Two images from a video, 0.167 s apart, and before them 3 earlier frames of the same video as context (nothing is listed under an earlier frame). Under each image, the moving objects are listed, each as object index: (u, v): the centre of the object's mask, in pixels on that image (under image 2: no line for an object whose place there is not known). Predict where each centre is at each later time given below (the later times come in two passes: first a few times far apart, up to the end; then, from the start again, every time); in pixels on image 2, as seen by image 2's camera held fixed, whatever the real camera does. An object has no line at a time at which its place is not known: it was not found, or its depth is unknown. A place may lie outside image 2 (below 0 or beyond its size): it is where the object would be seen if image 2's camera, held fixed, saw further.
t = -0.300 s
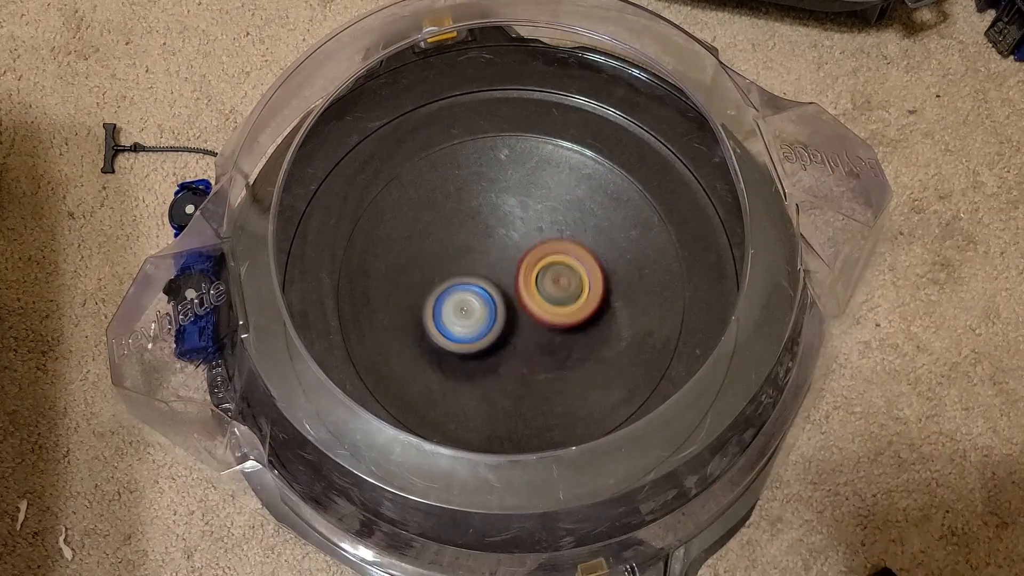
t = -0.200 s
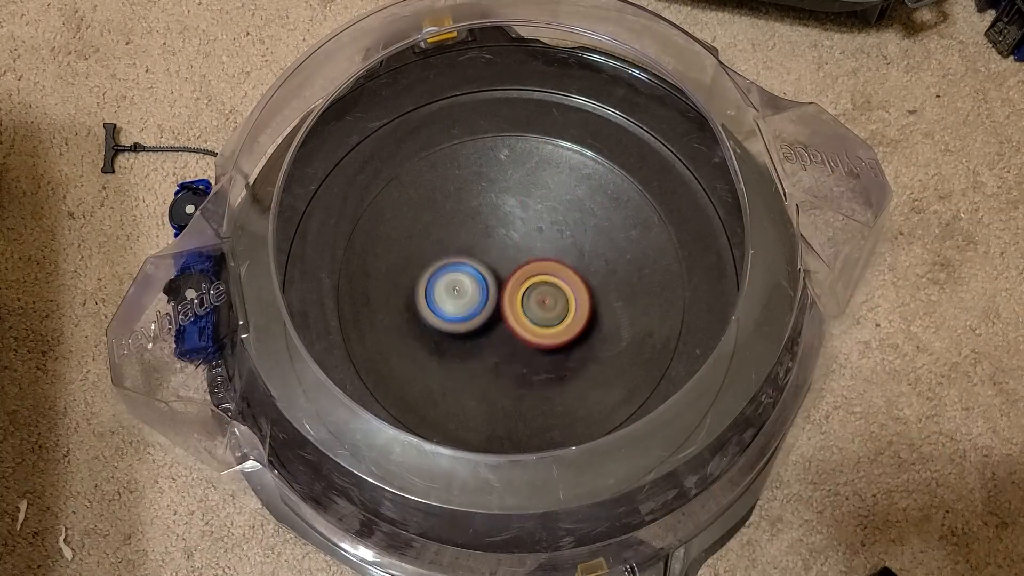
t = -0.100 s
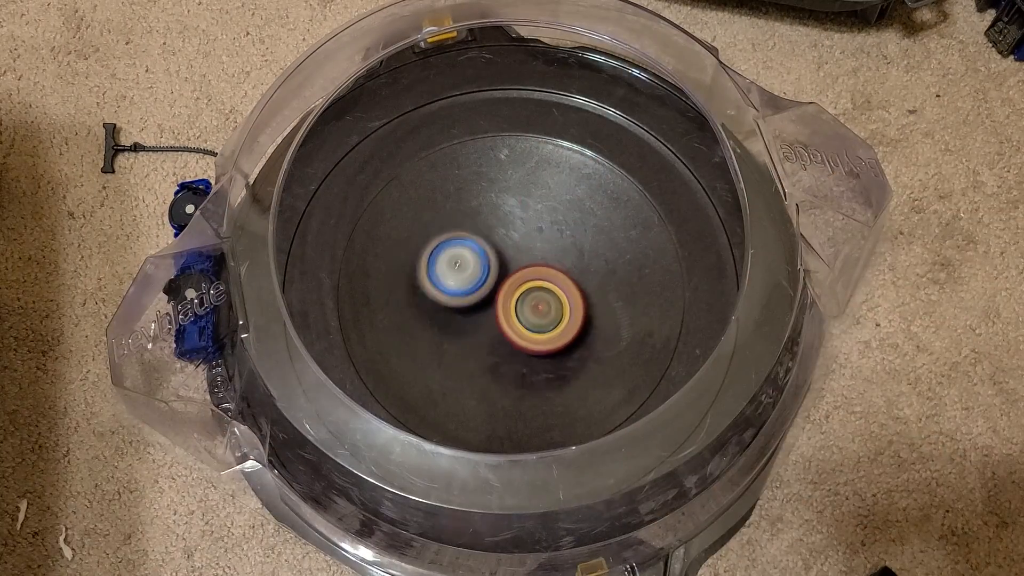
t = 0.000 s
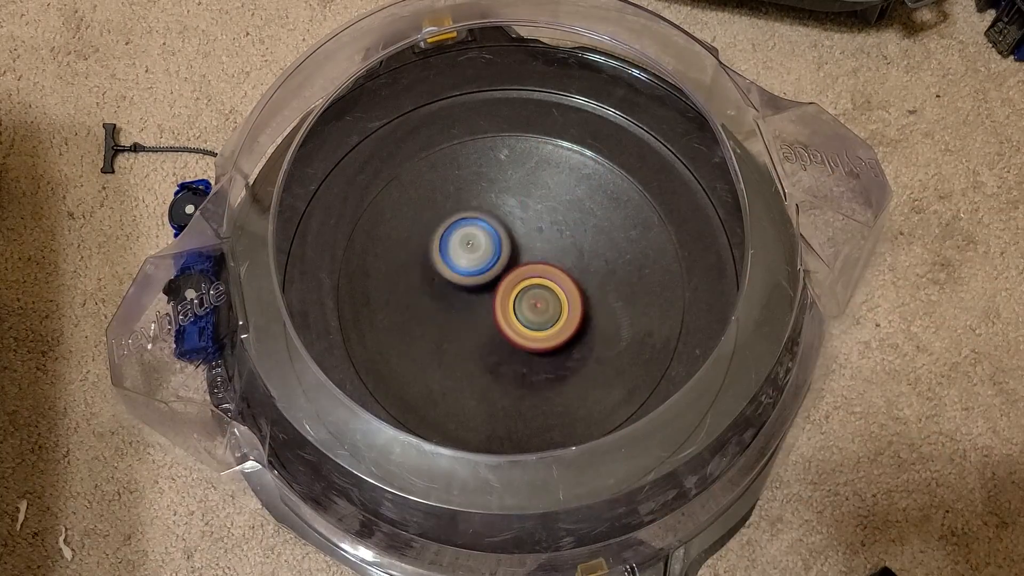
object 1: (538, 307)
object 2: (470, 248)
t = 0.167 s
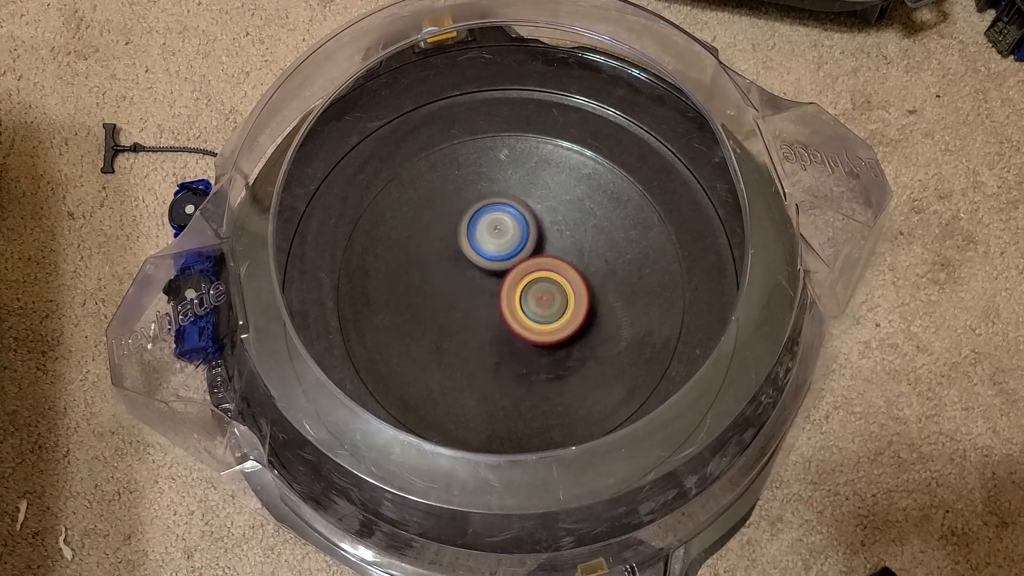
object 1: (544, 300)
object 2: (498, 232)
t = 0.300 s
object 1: (553, 310)
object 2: (513, 229)
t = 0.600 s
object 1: (524, 334)
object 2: (525, 254)
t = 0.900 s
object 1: (464, 330)
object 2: (534, 252)
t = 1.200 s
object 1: (473, 351)
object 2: (561, 245)
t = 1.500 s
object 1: (495, 354)
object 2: (558, 239)
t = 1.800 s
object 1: (460, 370)
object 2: (546, 220)
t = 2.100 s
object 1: (486, 336)
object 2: (529, 257)
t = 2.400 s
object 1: (470, 343)
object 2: (535, 228)
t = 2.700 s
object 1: (451, 329)
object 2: (529, 256)
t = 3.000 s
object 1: (437, 339)
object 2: (516, 277)
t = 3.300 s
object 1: (451, 326)
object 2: (518, 269)
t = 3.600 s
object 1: (457, 300)
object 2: (547, 264)
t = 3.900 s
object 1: (482, 227)
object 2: (557, 305)
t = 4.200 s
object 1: (567, 229)
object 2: (520, 333)
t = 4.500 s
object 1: (529, 217)
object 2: (479, 350)
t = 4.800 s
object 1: (522, 216)
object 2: (478, 308)
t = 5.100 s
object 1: (578, 265)
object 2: (491, 308)
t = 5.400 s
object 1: (589, 313)
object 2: (475, 299)
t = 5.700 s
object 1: (642, 201)
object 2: (393, 284)
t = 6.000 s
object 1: (641, 137)
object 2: (460, 264)
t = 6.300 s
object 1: (582, 232)
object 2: (524, 292)
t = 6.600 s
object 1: (592, 309)
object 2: (434, 340)
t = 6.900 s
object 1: (534, 347)
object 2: (443, 301)
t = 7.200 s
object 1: (475, 320)
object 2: (474, 239)
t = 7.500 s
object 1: (477, 316)
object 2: (539, 184)
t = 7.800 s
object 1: (495, 325)
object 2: (576, 147)
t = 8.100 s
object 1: (522, 338)
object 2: (593, 119)
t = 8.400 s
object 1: (575, 190)
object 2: (597, 113)
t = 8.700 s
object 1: (518, 251)
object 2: (572, 121)
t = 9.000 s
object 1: (542, 345)
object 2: (549, 202)
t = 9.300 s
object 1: (629, 343)
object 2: (472, 323)
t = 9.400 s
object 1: (626, 308)
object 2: (460, 326)
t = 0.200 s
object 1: (548, 301)
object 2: (502, 230)
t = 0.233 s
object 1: (549, 302)
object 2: (507, 231)
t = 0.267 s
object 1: (552, 307)
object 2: (510, 229)
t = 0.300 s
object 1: (553, 310)
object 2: (513, 229)
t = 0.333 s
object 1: (553, 312)
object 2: (517, 233)
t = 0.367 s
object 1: (552, 312)
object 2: (520, 237)
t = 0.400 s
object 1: (552, 320)
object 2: (522, 237)
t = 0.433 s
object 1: (550, 327)
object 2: (523, 238)
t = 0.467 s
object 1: (548, 332)
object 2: (524, 241)
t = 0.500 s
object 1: (543, 334)
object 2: (524, 246)
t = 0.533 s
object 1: (538, 333)
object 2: (525, 251)
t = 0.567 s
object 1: (531, 331)
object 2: (524, 254)
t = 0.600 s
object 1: (524, 334)
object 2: (525, 254)
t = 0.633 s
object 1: (516, 335)
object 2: (526, 255)
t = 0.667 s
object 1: (509, 333)
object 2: (526, 257)
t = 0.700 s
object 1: (500, 333)
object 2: (526, 257)
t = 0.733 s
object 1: (492, 334)
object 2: (526, 256)
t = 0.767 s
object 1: (486, 333)
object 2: (526, 257)
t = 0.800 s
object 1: (481, 330)
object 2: (526, 259)
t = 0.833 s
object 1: (478, 325)
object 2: (526, 261)
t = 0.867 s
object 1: (470, 328)
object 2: (530, 257)
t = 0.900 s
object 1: (464, 330)
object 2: (534, 252)
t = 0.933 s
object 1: (461, 331)
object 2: (536, 251)
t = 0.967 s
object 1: (462, 331)
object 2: (537, 252)
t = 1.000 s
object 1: (466, 329)
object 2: (537, 256)
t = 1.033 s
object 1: (473, 327)
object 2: (535, 261)
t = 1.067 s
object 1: (480, 324)
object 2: (534, 265)
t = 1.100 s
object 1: (475, 334)
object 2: (544, 257)
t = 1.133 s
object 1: (472, 342)
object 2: (553, 250)
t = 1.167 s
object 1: (471, 347)
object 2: (558, 246)
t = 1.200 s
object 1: (473, 351)
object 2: (561, 245)
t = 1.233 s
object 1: (477, 352)
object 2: (562, 248)
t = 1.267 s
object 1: (483, 351)
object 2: (561, 251)
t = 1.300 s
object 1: (490, 347)
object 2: (560, 256)
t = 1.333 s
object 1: (499, 341)
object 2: (557, 261)
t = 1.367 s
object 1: (507, 334)
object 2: (554, 265)
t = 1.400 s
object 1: (504, 341)
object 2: (557, 257)
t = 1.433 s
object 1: (501, 348)
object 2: (560, 247)
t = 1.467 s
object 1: (498, 352)
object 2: (560, 242)
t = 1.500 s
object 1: (495, 354)
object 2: (558, 239)
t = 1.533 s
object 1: (495, 353)
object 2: (555, 240)
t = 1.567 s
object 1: (494, 349)
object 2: (551, 243)
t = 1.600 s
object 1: (495, 343)
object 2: (545, 248)
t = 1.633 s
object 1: (497, 335)
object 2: (539, 254)
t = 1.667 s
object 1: (494, 333)
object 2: (537, 256)
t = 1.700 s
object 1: (483, 346)
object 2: (542, 239)
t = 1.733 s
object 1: (473, 357)
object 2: (545, 228)
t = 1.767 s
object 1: (465, 364)
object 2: (546, 222)
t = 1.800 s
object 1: (460, 370)
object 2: (546, 220)
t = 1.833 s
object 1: (456, 373)
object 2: (546, 220)
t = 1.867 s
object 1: (456, 374)
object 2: (545, 222)
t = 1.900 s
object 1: (457, 373)
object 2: (544, 226)
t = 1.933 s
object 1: (460, 369)
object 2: (542, 232)
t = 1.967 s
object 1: (465, 363)
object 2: (539, 238)
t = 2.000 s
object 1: (472, 356)
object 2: (536, 246)
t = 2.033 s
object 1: (479, 346)
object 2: (531, 256)
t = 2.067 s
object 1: (487, 334)
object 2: (527, 262)
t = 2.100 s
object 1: (486, 336)
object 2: (529, 257)
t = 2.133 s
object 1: (484, 340)
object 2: (531, 250)
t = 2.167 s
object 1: (483, 341)
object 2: (530, 247)
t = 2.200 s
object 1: (483, 340)
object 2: (529, 247)
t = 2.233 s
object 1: (483, 337)
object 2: (527, 247)
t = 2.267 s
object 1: (485, 332)
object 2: (525, 249)
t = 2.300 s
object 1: (487, 325)
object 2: (523, 251)
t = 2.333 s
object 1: (482, 331)
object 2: (528, 243)
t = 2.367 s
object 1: (476, 338)
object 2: (532, 234)
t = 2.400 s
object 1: (470, 343)
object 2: (535, 228)
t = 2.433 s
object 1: (465, 346)
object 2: (535, 226)
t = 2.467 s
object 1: (461, 347)
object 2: (535, 228)
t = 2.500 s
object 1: (458, 346)
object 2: (533, 232)
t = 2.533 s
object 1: (457, 344)
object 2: (531, 237)
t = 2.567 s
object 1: (456, 340)
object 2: (529, 243)
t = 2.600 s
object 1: (457, 335)
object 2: (526, 250)
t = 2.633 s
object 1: (460, 329)
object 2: (523, 258)
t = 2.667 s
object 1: (462, 322)
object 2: (521, 263)
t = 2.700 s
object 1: (451, 329)
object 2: (529, 256)
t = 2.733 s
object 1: (441, 336)
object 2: (537, 248)
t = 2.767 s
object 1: (433, 341)
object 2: (542, 245)
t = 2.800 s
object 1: (427, 345)
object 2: (543, 244)
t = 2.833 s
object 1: (424, 347)
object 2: (543, 246)
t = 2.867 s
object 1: (422, 348)
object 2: (540, 251)
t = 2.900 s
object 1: (423, 348)
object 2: (536, 257)
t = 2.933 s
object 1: (425, 346)
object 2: (530, 264)
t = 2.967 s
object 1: (430, 343)
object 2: (523, 271)
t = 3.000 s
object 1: (437, 339)
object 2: (516, 277)
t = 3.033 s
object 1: (444, 334)
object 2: (510, 281)
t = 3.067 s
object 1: (441, 337)
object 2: (514, 277)
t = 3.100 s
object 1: (437, 340)
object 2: (520, 271)
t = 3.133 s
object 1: (436, 340)
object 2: (523, 268)
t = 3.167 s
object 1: (436, 339)
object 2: (525, 266)
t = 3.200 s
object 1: (438, 337)
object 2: (524, 267)
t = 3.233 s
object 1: (442, 333)
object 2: (521, 268)
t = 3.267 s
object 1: (448, 328)
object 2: (518, 270)
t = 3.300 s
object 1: (451, 326)
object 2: (518, 269)
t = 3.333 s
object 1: (451, 325)
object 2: (521, 263)
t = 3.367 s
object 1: (453, 323)
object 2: (523, 261)
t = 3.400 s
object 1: (456, 319)
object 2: (523, 261)
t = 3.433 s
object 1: (459, 316)
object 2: (525, 261)
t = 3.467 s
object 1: (457, 315)
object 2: (531, 258)
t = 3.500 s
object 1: (457, 312)
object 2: (535, 258)
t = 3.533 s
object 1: (459, 307)
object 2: (536, 260)
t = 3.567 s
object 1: (461, 303)
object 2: (539, 264)
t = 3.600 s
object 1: (457, 300)
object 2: (547, 264)
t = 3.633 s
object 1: (454, 296)
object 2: (552, 266)
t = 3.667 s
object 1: (453, 291)
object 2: (554, 269)
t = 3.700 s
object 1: (454, 284)
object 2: (554, 274)
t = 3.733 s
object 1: (458, 279)
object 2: (553, 280)
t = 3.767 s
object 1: (463, 273)
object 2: (552, 285)
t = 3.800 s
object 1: (466, 256)
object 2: (557, 290)
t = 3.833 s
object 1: (471, 240)
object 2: (559, 295)
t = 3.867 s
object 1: (476, 230)
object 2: (559, 301)
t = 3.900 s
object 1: (482, 227)
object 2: (557, 305)
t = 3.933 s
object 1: (489, 232)
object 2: (554, 309)
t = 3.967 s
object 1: (499, 227)
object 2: (550, 313)
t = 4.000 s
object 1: (512, 223)
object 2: (546, 316)
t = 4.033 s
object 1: (523, 225)
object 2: (542, 318)
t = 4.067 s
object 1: (535, 233)
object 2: (539, 319)
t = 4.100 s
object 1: (545, 235)
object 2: (535, 320)
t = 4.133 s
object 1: (555, 237)
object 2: (530, 326)
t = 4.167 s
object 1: (563, 232)
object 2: (525, 331)
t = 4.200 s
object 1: (567, 229)
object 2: (520, 333)
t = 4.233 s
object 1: (570, 228)
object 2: (515, 334)
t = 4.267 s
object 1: (569, 228)
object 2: (512, 333)
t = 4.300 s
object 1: (565, 229)
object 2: (509, 331)
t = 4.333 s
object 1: (559, 232)
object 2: (506, 328)
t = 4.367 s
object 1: (550, 236)
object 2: (504, 326)
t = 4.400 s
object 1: (539, 241)
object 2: (502, 324)
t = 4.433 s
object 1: (532, 242)
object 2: (498, 326)
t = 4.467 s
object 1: (531, 228)
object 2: (487, 340)
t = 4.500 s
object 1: (529, 217)
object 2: (479, 350)
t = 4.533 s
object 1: (528, 207)
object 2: (474, 355)
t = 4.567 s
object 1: (527, 200)
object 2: (469, 356)
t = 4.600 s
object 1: (526, 195)
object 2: (467, 354)
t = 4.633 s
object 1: (524, 192)
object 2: (466, 349)
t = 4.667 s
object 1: (523, 191)
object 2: (466, 342)
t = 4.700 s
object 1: (523, 194)
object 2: (467, 334)
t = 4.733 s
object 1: (522, 198)
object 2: (470, 325)
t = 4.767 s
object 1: (522, 206)
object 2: (474, 316)
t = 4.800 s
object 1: (522, 216)
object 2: (478, 308)
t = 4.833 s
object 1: (525, 225)
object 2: (482, 302)
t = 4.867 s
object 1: (533, 223)
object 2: (482, 308)
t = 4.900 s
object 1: (542, 222)
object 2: (482, 311)
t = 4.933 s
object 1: (550, 224)
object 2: (484, 311)
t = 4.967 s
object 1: (558, 228)
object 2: (486, 311)
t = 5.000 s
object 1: (565, 235)
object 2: (487, 309)
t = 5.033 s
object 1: (571, 244)
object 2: (488, 309)
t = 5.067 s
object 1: (575, 253)
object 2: (490, 308)
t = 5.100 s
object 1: (578, 265)
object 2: (491, 308)
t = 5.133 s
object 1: (579, 277)
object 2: (494, 307)
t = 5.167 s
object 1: (581, 288)
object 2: (494, 306)
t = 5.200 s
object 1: (583, 296)
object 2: (492, 306)
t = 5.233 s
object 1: (584, 303)
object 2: (492, 306)
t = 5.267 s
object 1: (581, 309)
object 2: (493, 305)
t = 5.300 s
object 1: (583, 313)
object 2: (488, 304)
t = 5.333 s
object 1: (588, 315)
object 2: (481, 302)
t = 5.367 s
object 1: (590, 315)
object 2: (476, 300)
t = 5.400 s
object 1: (589, 313)
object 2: (475, 299)
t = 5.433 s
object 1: (586, 310)
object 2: (476, 298)
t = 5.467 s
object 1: (579, 304)
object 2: (478, 297)
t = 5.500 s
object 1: (569, 298)
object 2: (481, 295)
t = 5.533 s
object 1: (583, 284)
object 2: (460, 296)
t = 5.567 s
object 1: (601, 268)
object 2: (435, 295)
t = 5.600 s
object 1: (616, 251)
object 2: (416, 293)
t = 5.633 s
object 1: (627, 233)
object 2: (403, 291)
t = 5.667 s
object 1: (636, 217)
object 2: (395, 287)
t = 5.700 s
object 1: (642, 201)
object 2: (393, 284)
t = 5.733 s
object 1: (645, 188)
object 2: (394, 280)
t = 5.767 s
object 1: (645, 177)
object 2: (397, 276)
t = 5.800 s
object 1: (644, 168)
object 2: (401, 272)
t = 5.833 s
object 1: (644, 159)
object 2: (408, 269)
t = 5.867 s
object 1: (644, 150)
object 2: (416, 267)
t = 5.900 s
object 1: (646, 142)
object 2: (425, 265)
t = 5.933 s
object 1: (648, 134)
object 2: (436, 264)
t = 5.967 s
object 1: (647, 132)
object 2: (447, 264)
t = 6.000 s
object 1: (641, 137)
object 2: (460, 264)
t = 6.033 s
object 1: (633, 143)
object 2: (473, 265)
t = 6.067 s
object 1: (626, 150)
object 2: (486, 268)
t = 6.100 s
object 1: (620, 157)
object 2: (498, 270)
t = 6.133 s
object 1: (615, 164)
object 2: (508, 273)
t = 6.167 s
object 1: (610, 172)
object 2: (516, 275)
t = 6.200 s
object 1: (605, 184)
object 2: (521, 278)
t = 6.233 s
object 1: (597, 200)
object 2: (525, 281)
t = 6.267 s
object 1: (589, 217)
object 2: (526, 284)
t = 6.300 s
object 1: (582, 232)
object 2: (524, 292)
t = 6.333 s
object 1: (586, 238)
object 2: (512, 307)
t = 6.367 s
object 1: (586, 245)
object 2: (503, 319)
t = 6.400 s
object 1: (585, 256)
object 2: (494, 328)
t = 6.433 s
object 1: (582, 267)
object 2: (489, 333)
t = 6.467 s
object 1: (576, 281)
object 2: (486, 335)
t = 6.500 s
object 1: (568, 296)
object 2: (485, 334)
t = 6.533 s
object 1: (571, 302)
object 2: (471, 336)
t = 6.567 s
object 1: (583, 305)
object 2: (450, 340)
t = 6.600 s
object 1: (592, 309)
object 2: (434, 340)
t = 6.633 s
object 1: (597, 313)
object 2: (423, 338)
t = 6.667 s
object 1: (600, 319)
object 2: (418, 335)
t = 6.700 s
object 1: (599, 325)
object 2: (416, 331)
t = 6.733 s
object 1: (595, 330)
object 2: (416, 327)
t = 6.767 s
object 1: (588, 335)
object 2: (419, 322)
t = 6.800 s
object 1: (579, 340)
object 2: (423, 317)
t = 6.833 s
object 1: (565, 344)
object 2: (429, 312)
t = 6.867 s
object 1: (551, 346)
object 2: (435, 306)
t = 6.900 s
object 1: (534, 347)
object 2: (443, 301)
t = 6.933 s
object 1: (518, 347)
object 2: (451, 295)
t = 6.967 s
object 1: (515, 347)
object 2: (445, 281)
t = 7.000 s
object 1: (510, 350)
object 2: (443, 267)
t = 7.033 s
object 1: (505, 350)
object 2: (445, 255)
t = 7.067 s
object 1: (498, 347)
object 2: (449, 247)
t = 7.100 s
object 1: (493, 345)
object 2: (455, 243)
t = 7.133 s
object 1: (486, 336)
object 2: (461, 240)
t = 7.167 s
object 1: (479, 331)
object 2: (467, 240)
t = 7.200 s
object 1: (475, 320)
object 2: (474, 239)
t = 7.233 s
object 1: (472, 321)
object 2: (479, 229)
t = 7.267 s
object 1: (470, 316)
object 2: (486, 225)
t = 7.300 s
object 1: (468, 314)
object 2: (493, 222)
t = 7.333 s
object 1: (468, 306)
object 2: (500, 224)
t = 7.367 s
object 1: (469, 300)
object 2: (506, 227)
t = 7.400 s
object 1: (473, 298)
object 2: (511, 222)
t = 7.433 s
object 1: (473, 307)
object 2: (521, 205)
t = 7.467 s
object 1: (474, 313)
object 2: (531, 191)
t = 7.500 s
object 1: (477, 316)
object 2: (539, 184)
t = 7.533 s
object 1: (481, 318)
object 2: (546, 182)
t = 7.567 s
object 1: (486, 315)
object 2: (550, 182)
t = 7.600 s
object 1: (492, 310)
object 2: (554, 184)
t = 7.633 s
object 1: (498, 302)
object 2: (555, 188)
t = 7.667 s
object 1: (505, 293)
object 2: (555, 193)
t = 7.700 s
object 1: (513, 281)
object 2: (552, 198)
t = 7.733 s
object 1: (515, 280)
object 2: (553, 196)
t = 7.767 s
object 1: (504, 304)
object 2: (565, 168)
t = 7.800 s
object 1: (495, 325)
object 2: (576, 147)
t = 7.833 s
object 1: (488, 343)
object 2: (585, 131)
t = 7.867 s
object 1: (484, 357)
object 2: (591, 120)
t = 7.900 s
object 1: (483, 367)
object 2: (595, 111)
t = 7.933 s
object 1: (483, 374)
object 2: (597, 106)
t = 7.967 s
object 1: (486, 375)
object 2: (597, 104)
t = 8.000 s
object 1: (492, 372)
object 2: (595, 107)
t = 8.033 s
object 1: (500, 365)
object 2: (594, 111)
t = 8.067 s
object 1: (510, 354)
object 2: (593, 115)
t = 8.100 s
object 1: (522, 338)
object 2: (593, 119)
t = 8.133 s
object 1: (536, 319)
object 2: (592, 122)
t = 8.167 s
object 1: (548, 297)
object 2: (591, 124)
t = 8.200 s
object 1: (560, 275)
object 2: (591, 125)
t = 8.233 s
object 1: (569, 253)
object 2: (591, 127)
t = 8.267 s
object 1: (574, 232)
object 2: (591, 128)
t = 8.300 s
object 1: (577, 212)
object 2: (592, 129)
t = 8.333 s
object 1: (577, 197)
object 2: (595, 124)
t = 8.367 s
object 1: (577, 192)
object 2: (597, 118)
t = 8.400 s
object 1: (575, 190)
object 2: (597, 113)
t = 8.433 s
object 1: (571, 190)
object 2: (595, 111)
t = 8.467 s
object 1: (566, 191)
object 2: (593, 111)
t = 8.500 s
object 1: (560, 194)
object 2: (590, 111)
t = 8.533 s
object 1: (554, 200)
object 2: (587, 111)
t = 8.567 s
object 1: (546, 208)
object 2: (583, 113)
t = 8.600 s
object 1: (538, 216)
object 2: (580, 115)
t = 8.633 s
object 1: (530, 227)
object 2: (578, 117)
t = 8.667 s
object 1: (523, 238)
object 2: (575, 119)
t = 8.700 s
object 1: (518, 251)
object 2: (572, 121)
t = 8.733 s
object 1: (514, 267)
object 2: (569, 124)
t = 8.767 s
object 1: (511, 282)
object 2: (567, 126)
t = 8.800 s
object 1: (512, 296)
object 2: (564, 129)
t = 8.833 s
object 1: (513, 310)
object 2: (562, 135)
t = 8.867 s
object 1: (517, 321)
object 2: (560, 145)
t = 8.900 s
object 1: (523, 330)
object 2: (558, 156)
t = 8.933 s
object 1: (529, 338)
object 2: (555, 170)
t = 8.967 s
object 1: (535, 342)
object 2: (552, 186)
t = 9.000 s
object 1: (542, 345)
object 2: (549, 202)
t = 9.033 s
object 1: (547, 345)
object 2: (547, 222)
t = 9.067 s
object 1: (553, 342)
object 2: (543, 242)
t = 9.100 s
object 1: (558, 338)
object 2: (538, 262)
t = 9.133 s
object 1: (564, 335)
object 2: (528, 276)
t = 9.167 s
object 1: (579, 342)
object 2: (515, 292)
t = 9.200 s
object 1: (593, 347)
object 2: (502, 303)
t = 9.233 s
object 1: (606, 349)
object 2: (490, 313)
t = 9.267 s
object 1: (619, 348)
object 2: (480, 320)
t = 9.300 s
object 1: (629, 343)
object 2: (472, 323)
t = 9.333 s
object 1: (634, 333)
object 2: (465, 326)
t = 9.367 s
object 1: (633, 321)
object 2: (461, 327)
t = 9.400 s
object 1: (626, 308)
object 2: (460, 326)
